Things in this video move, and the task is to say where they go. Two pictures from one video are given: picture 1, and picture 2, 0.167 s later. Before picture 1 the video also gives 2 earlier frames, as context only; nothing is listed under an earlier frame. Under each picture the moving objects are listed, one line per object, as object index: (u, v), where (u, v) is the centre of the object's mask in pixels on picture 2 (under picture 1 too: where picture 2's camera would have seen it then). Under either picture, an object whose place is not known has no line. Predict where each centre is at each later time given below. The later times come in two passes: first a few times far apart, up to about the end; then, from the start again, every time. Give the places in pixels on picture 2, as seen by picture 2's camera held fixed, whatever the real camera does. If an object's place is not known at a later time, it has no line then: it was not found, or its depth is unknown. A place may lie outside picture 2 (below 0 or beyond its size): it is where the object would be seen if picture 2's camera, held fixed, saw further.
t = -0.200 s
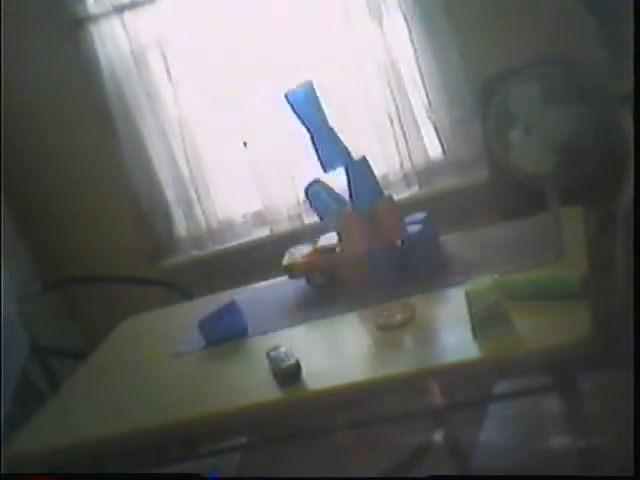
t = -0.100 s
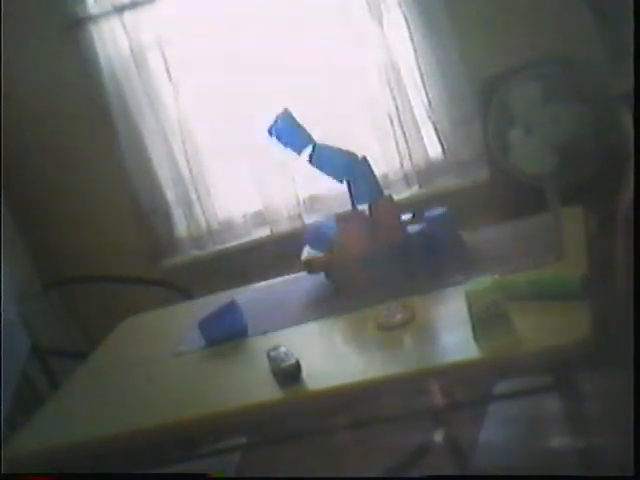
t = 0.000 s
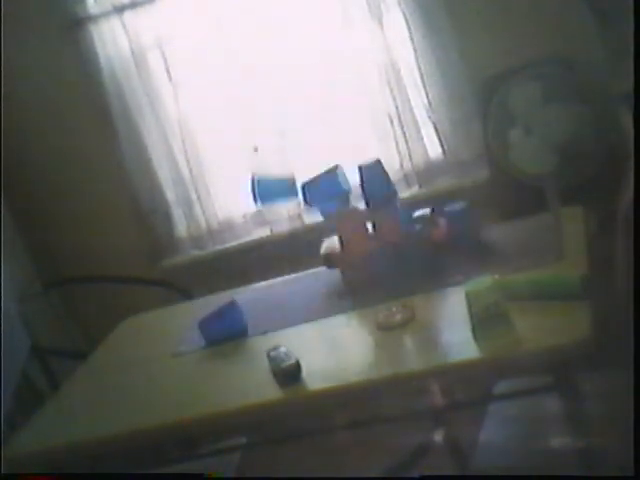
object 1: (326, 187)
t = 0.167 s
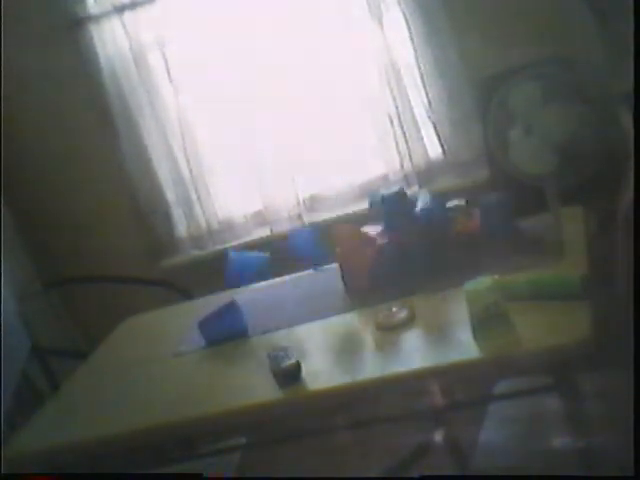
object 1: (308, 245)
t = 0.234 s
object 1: (311, 291)
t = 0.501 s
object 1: (303, 301)
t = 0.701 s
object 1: (307, 311)
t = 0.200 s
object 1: (311, 268)
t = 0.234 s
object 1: (311, 291)
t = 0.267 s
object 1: (304, 278)
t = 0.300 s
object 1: (300, 272)
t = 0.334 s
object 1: (295, 269)
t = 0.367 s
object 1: (292, 271)
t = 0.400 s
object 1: (294, 278)
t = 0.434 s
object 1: (299, 291)
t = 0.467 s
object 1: (303, 302)
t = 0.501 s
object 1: (303, 301)
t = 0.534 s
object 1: (302, 297)
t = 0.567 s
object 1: (302, 298)
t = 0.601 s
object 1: (306, 307)
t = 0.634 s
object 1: (307, 310)
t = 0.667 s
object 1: (307, 311)
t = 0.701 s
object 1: (307, 311)
